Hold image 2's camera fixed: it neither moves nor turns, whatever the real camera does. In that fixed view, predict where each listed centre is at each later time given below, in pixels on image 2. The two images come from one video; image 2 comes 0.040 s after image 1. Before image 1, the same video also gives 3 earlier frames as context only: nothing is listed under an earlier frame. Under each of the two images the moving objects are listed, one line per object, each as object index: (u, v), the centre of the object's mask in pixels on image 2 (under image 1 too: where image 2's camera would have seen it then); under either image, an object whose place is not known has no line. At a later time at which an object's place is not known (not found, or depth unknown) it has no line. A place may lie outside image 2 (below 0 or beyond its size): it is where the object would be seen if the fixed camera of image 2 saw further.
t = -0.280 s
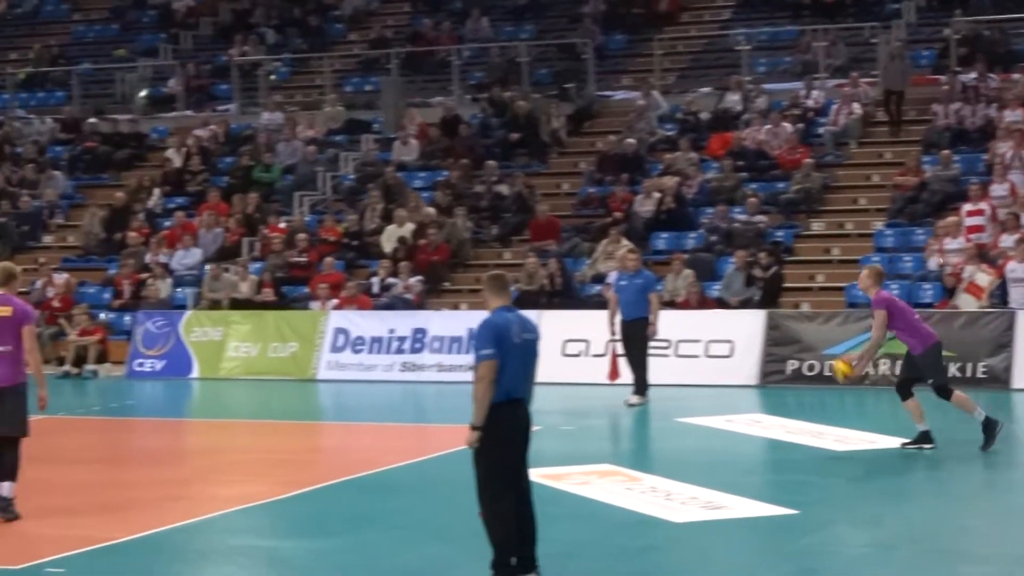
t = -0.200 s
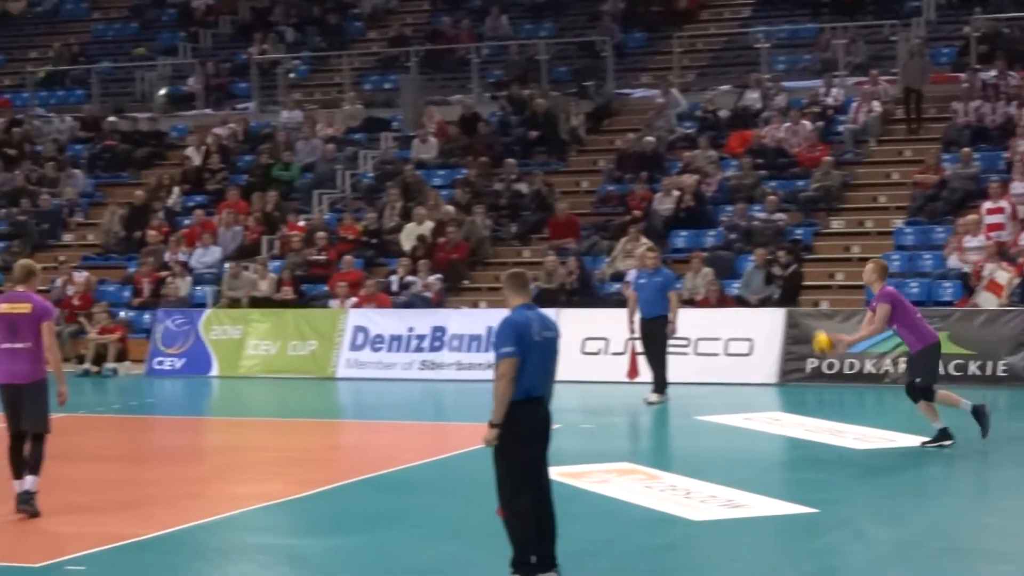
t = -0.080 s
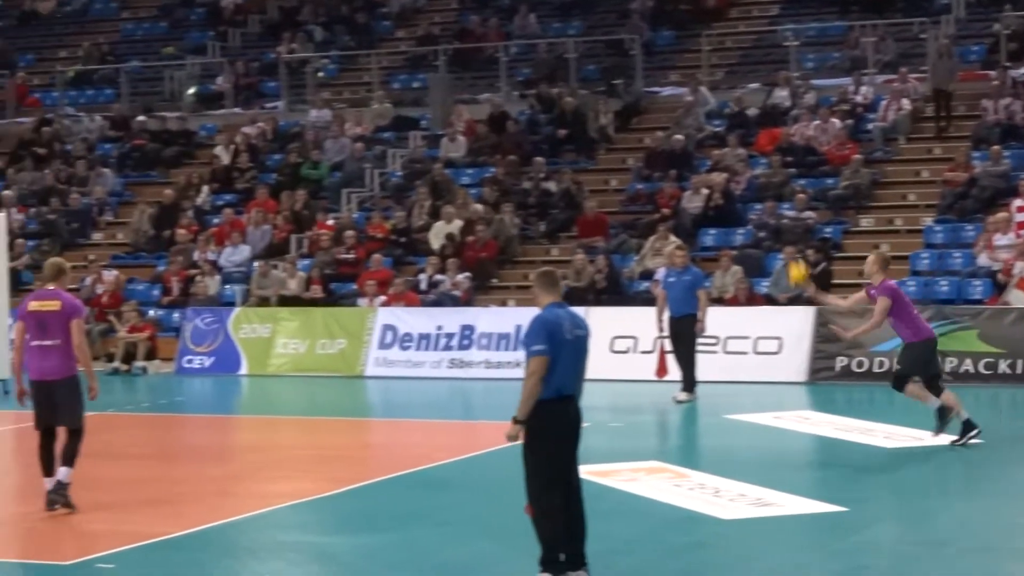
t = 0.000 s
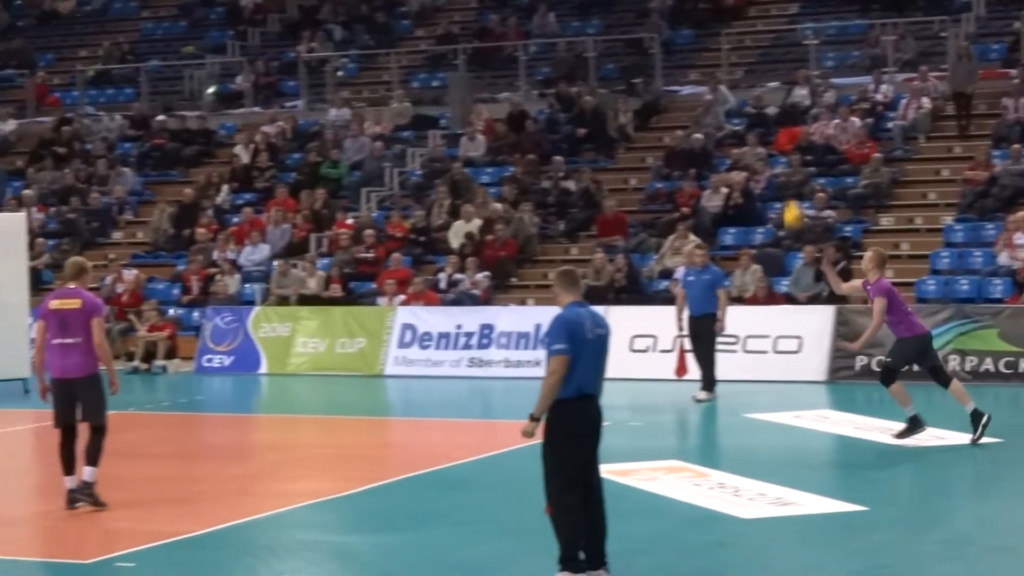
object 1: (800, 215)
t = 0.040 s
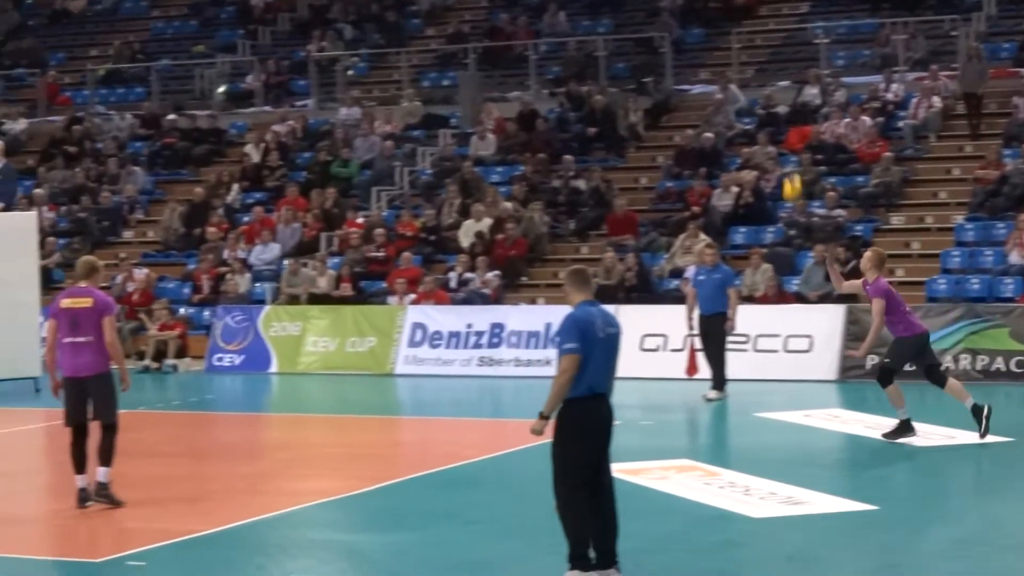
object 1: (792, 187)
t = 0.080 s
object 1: (784, 163)
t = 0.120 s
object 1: (777, 142)
